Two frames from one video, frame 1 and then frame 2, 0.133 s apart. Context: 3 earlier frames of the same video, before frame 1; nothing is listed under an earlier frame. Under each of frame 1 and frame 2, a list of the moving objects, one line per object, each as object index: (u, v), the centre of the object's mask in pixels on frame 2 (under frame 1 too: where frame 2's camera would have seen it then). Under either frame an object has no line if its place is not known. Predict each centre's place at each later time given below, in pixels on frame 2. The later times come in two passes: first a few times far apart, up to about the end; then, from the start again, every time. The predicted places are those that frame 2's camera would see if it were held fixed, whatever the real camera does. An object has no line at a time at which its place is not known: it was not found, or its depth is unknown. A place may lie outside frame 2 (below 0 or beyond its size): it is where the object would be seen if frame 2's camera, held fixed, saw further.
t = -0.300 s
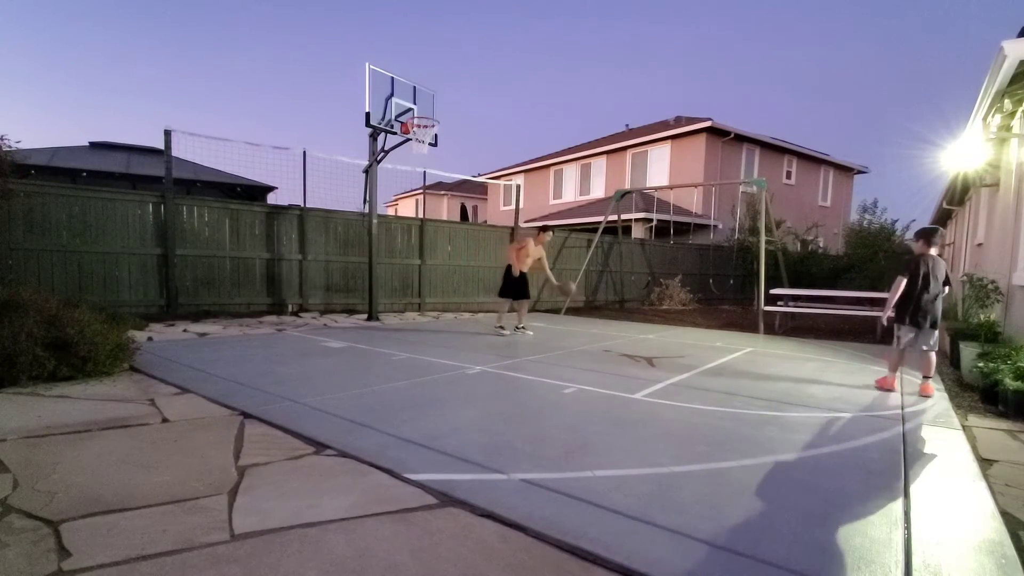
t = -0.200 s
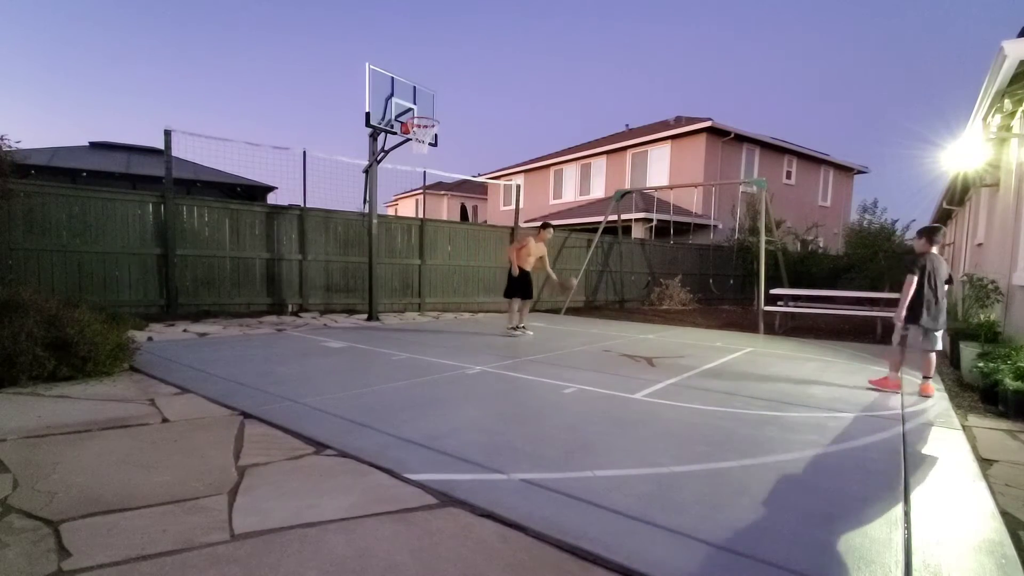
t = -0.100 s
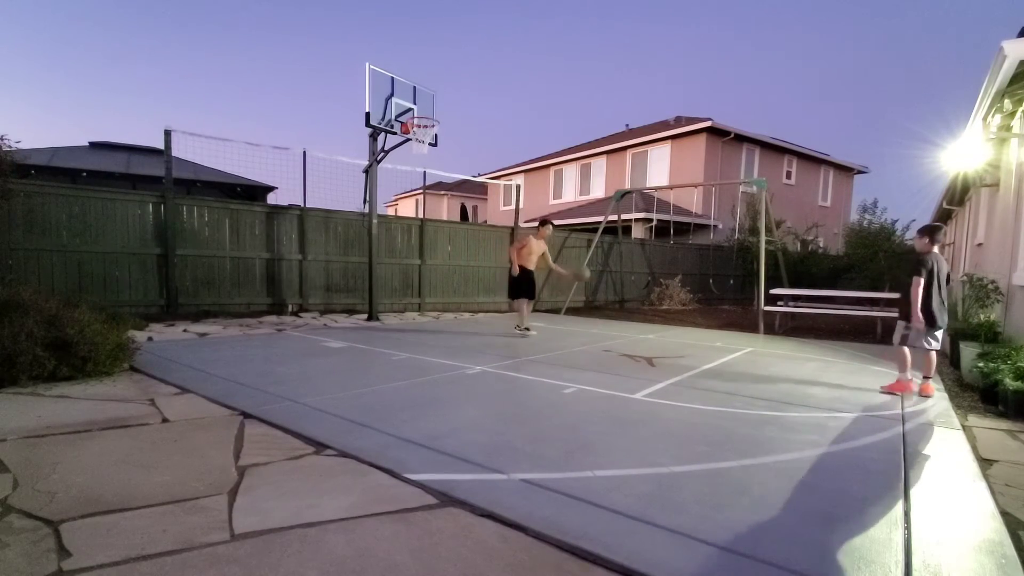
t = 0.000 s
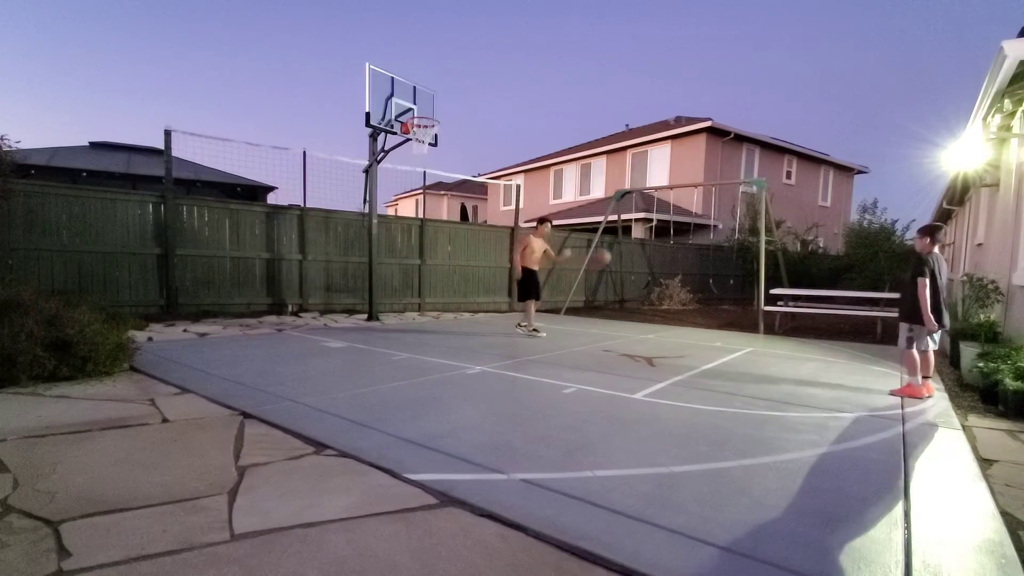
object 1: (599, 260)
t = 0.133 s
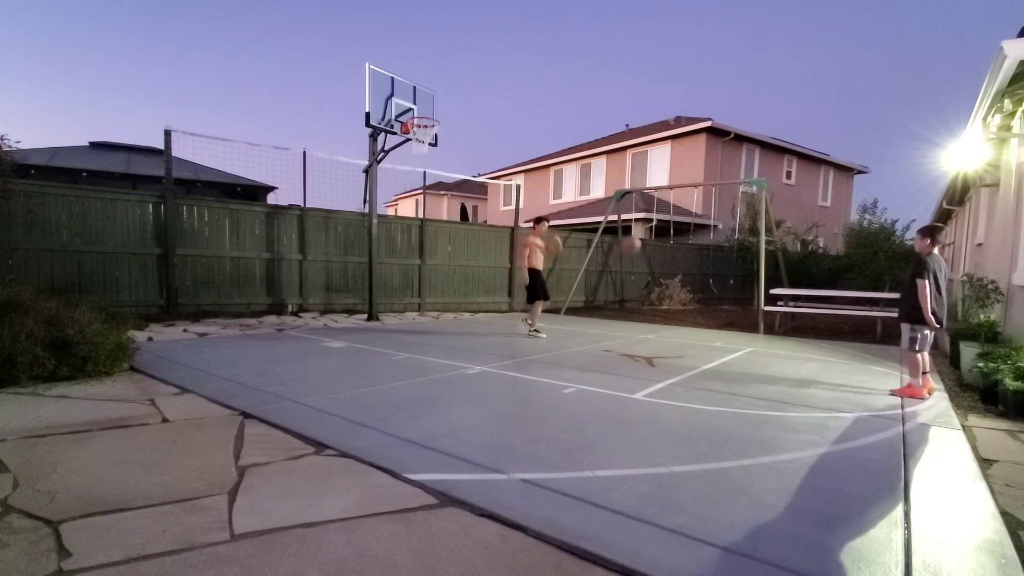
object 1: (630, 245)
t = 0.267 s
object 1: (662, 245)
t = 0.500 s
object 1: (725, 283)
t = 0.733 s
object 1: (796, 346)
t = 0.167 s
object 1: (639, 243)
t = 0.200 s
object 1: (646, 242)
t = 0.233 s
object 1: (655, 243)
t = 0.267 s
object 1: (662, 245)
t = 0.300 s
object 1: (671, 247)
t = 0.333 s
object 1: (680, 250)
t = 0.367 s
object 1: (689, 254)
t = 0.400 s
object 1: (698, 260)
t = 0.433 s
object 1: (707, 266)
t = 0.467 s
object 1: (716, 274)
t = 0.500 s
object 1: (725, 283)
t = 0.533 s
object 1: (735, 293)
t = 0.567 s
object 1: (745, 305)
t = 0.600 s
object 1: (756, 318)
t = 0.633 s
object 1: (766, 331)
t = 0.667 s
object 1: (775, 346)
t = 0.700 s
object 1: (785, 359)
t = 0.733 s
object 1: (796, 346)
